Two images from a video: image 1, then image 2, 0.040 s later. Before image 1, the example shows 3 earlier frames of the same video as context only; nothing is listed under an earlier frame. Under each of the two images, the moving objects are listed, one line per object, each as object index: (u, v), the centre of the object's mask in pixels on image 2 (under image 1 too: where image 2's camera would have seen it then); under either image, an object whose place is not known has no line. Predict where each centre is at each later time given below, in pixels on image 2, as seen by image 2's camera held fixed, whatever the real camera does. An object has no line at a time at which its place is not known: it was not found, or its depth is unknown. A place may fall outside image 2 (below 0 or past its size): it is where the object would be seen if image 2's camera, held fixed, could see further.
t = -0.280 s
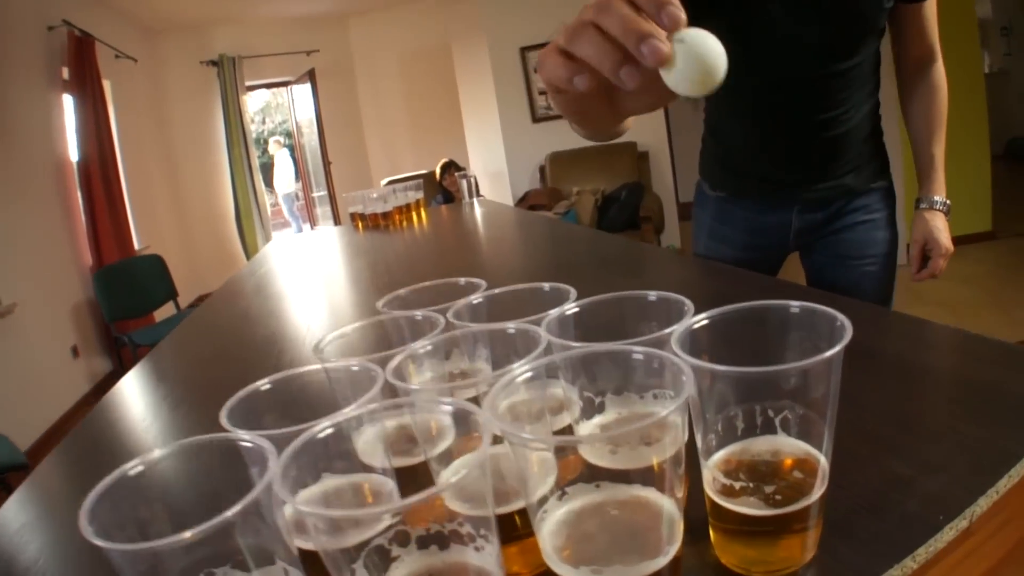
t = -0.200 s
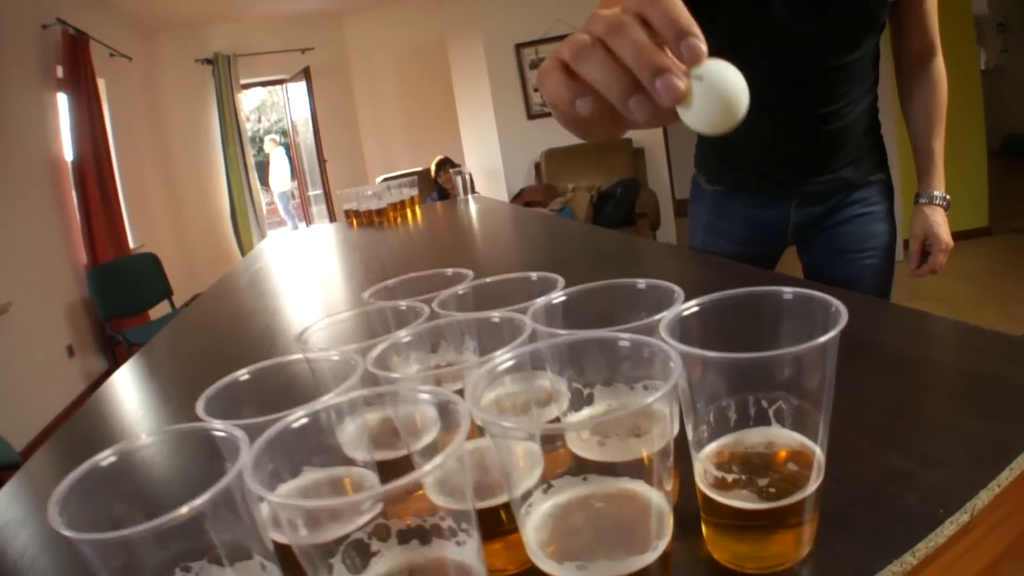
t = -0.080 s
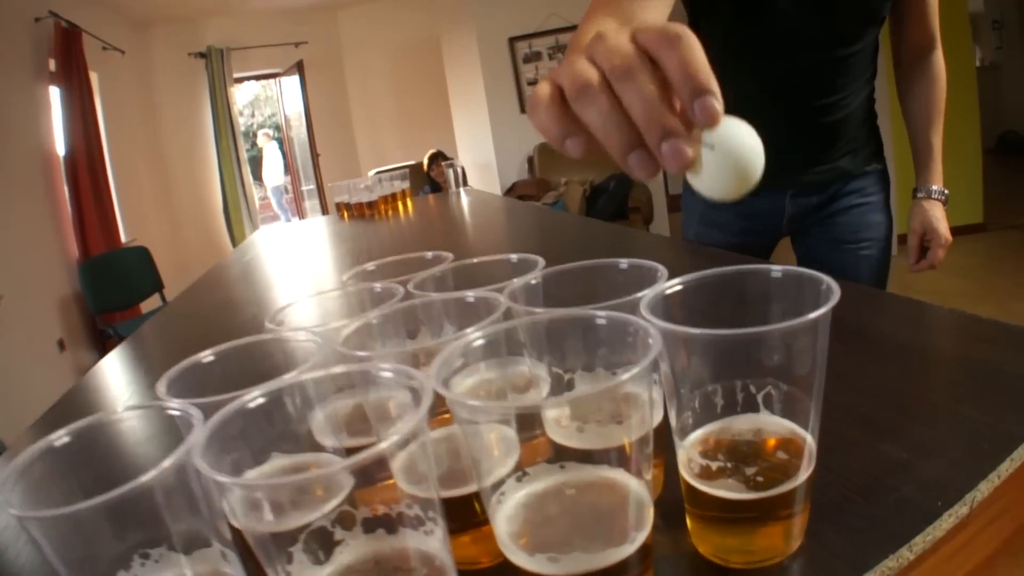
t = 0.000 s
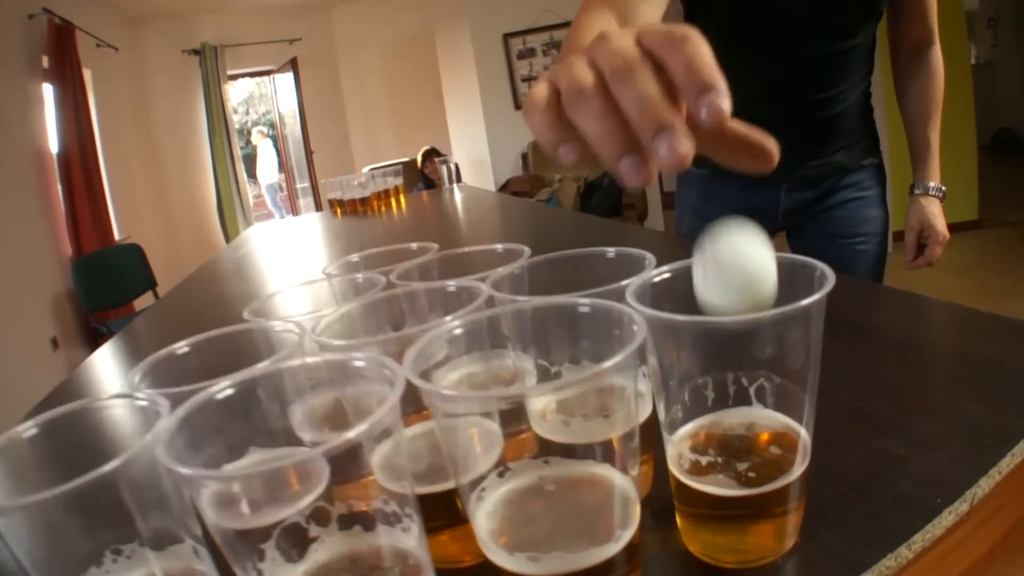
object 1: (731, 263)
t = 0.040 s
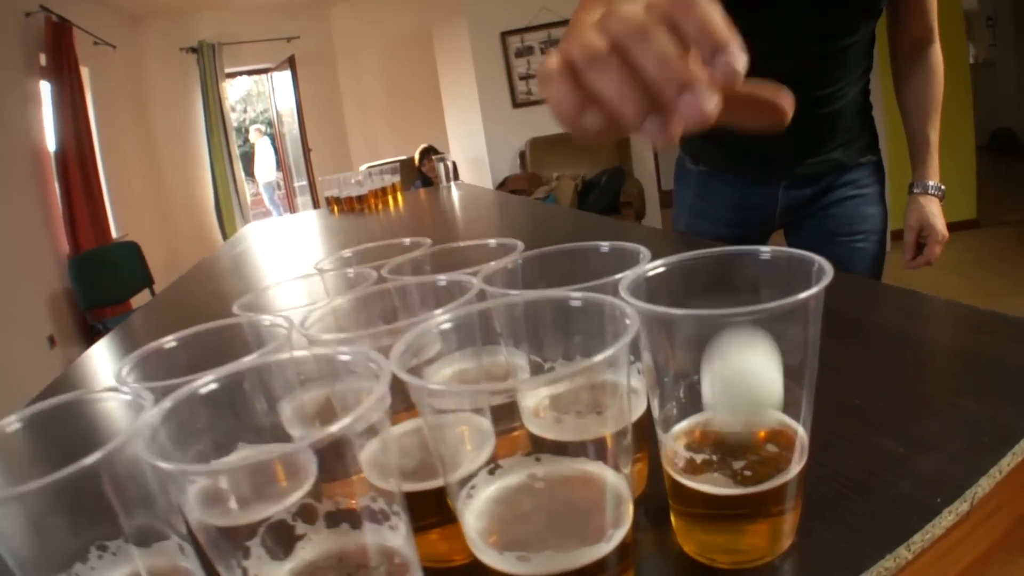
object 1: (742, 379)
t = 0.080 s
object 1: (746, 437)
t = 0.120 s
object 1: (747, 440)
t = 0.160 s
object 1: (749, 421)
